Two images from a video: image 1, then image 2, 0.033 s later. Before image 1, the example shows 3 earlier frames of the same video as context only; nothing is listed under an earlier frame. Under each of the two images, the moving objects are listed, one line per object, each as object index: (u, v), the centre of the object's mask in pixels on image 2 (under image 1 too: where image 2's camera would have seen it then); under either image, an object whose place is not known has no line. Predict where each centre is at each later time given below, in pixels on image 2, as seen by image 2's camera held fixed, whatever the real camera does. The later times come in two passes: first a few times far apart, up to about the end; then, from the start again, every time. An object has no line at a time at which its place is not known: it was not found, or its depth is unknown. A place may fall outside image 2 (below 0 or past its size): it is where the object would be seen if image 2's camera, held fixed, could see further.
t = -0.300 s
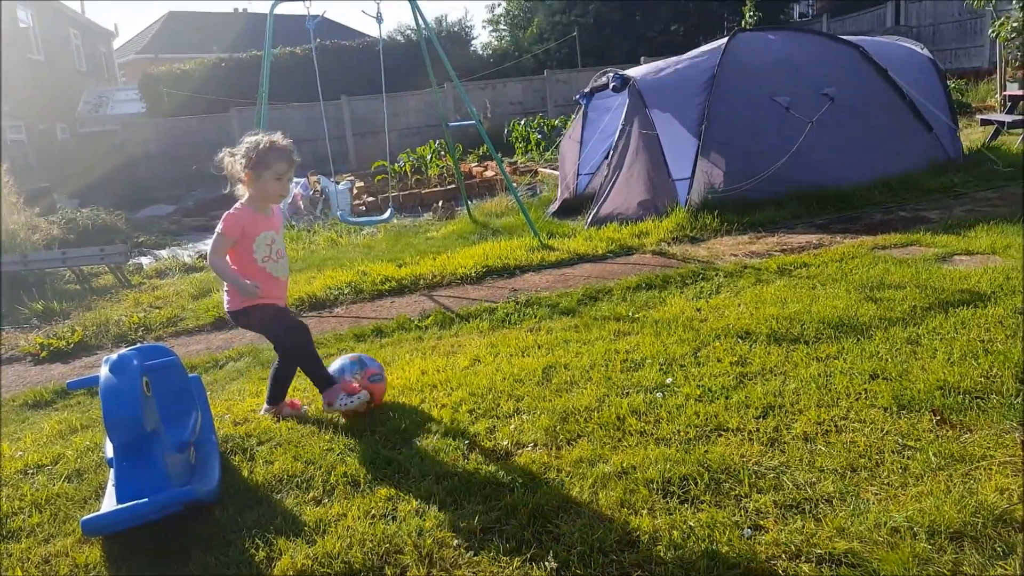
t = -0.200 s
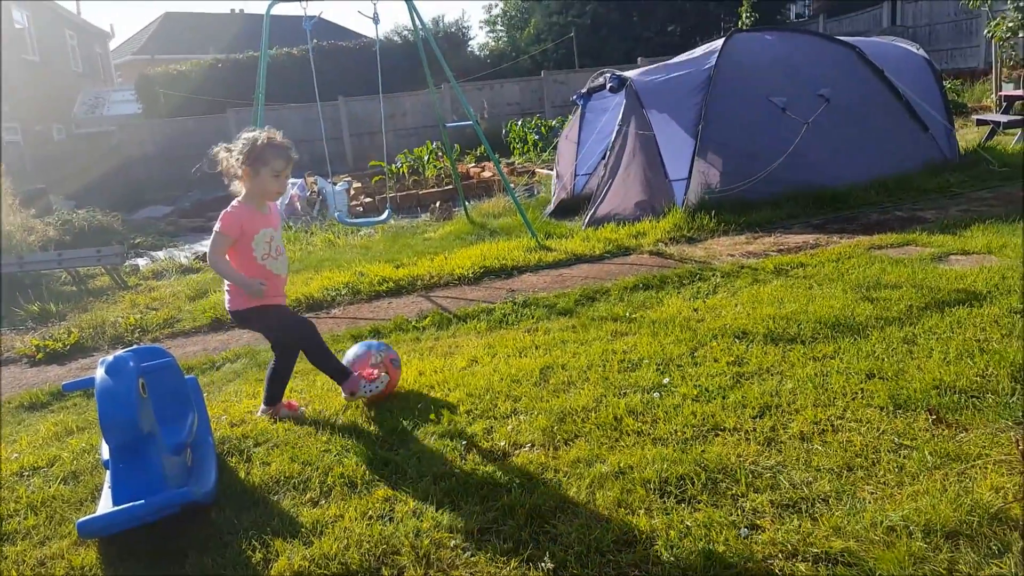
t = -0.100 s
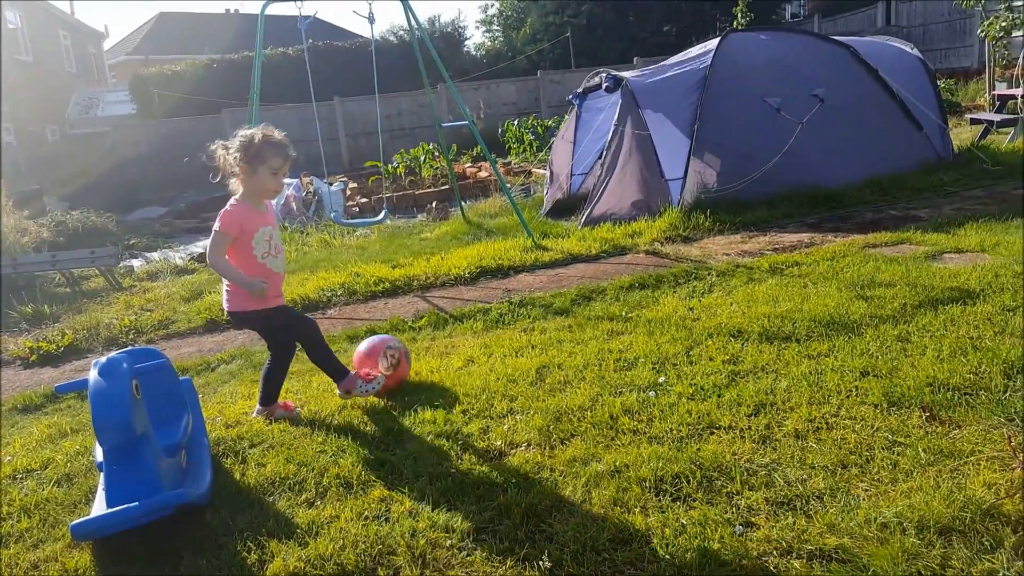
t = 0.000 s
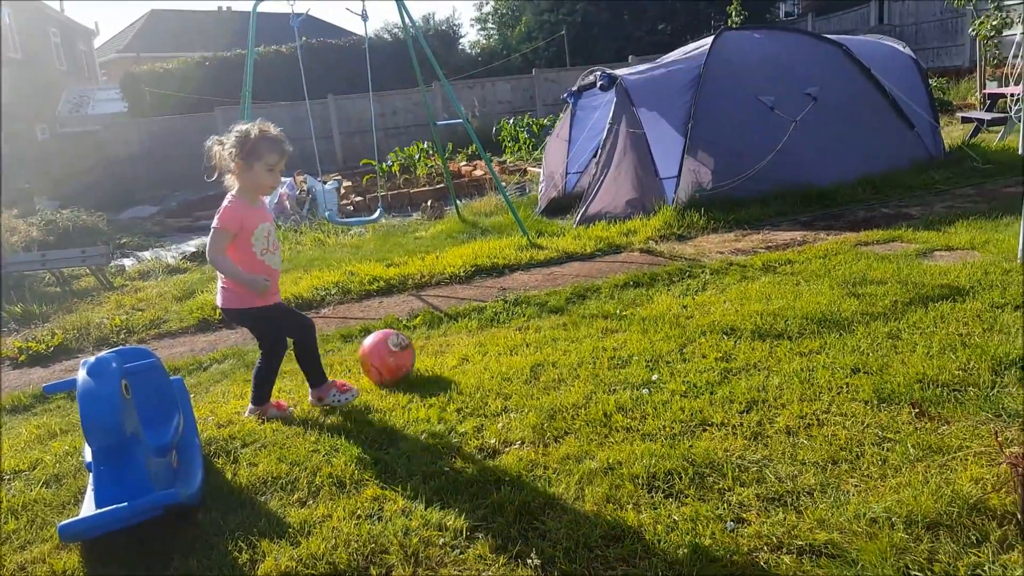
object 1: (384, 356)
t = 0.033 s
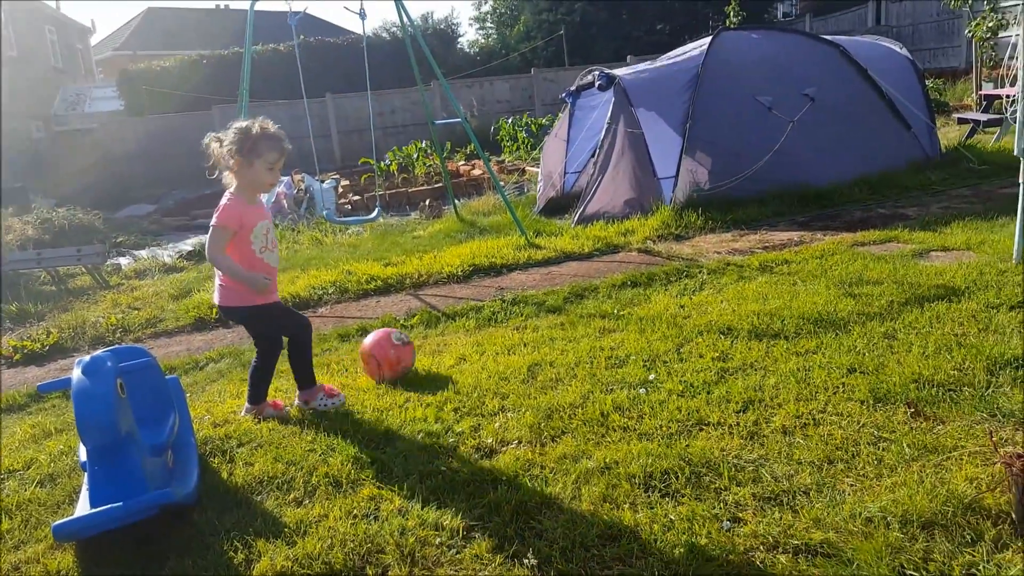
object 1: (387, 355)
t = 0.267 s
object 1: (408, 340)
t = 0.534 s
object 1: (423, 330)
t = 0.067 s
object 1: (390, 352)
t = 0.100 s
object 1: (393, 350)
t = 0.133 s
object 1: (397, 348)
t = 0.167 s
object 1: (400, 347)
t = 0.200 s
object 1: (402, 345)
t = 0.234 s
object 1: (405, 342)
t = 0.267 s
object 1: (408, 340)
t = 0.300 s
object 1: (411, 339)
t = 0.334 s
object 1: (413, 338)
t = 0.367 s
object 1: (415, 337)
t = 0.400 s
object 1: (417, 337)
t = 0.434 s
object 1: (418, 334)
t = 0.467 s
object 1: (420, 333)
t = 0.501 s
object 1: (422, 331)
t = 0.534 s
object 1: (423, 330)
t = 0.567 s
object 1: (424, 329)
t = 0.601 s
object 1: (425, 328)
